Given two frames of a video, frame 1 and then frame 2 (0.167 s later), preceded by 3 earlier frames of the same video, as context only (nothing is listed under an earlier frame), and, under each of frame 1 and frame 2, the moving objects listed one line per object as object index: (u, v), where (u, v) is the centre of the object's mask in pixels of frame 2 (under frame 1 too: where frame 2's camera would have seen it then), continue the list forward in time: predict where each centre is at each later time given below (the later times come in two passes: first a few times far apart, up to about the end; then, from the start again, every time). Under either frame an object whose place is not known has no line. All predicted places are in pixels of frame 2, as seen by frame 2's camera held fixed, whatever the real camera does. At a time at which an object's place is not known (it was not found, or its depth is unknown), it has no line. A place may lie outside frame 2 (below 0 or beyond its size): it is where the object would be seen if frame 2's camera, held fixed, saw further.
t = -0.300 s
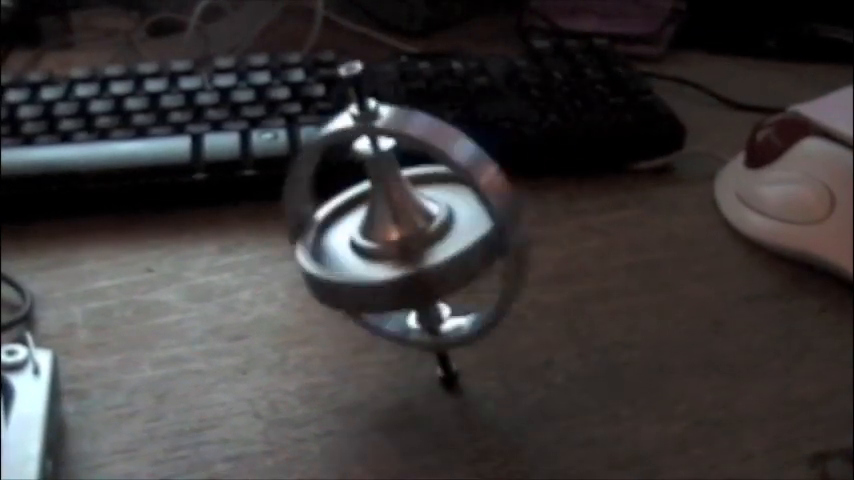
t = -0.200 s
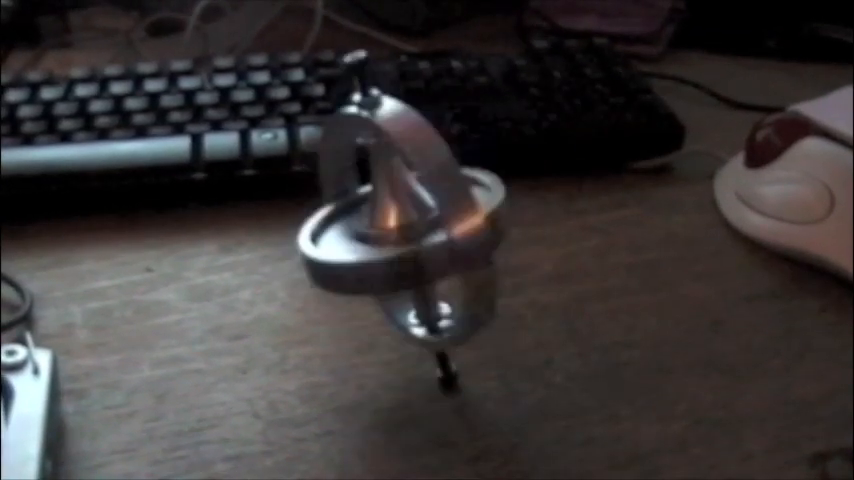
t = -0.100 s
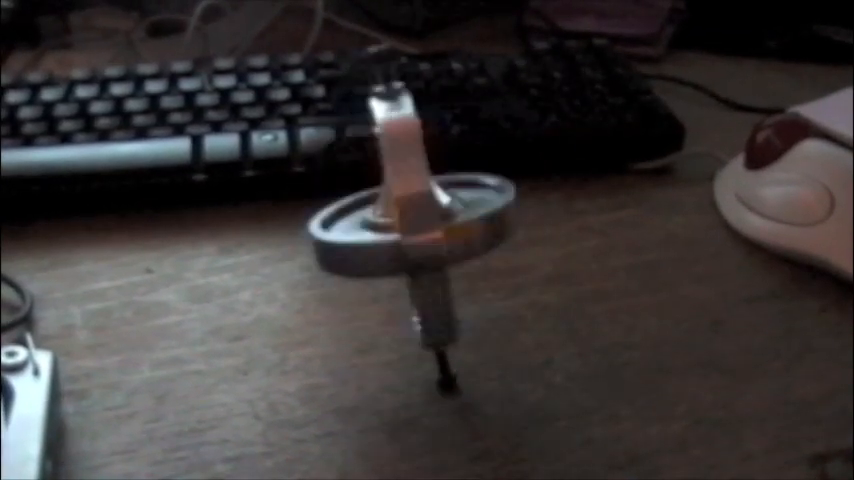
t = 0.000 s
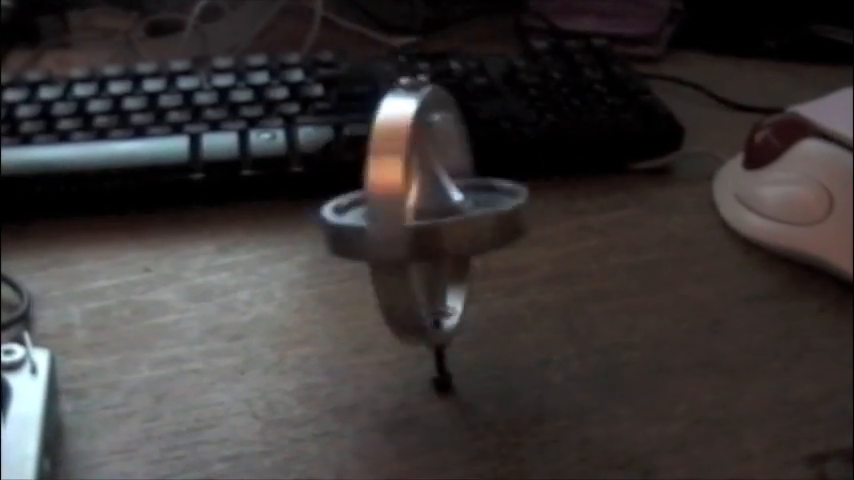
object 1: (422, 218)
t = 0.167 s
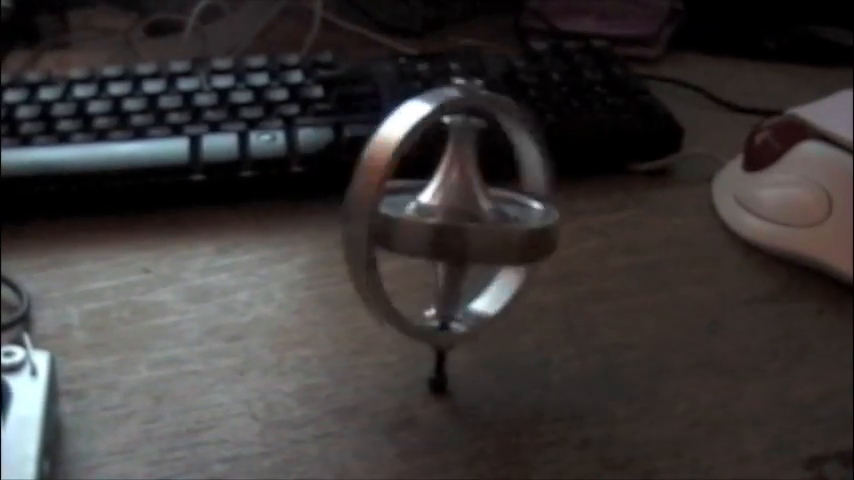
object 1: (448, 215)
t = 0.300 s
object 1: (470, 219)
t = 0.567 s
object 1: (475, 238)
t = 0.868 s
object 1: (425, 247)
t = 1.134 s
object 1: (404, 227)
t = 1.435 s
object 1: (426, 218)
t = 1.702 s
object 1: (468, 219)
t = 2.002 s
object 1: (472, 243)
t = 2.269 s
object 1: (427, 245)
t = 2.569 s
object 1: (404, 228)
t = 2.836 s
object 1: (425, 217)
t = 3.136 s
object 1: (473, 221)
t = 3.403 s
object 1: (471, 240)
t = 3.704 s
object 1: (418, 241)
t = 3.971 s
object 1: (405, 224)
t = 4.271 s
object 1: (433, 216)
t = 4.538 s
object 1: (473, 220)
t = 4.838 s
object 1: (464, 249)
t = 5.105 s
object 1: (415, 239)
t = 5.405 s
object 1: (409, 225)
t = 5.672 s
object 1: (436, 215)
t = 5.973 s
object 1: (477, 223)
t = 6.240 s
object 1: (458, 252)
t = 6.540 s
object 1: (409, 235)
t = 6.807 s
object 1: (411, 221)
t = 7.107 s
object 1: (447, 215)
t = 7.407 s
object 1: (482, 230)
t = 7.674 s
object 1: (445, 250)
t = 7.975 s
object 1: (405, 230)
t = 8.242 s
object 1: (418, 222)
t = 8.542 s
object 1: (462, 217)
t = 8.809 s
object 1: (473, 236)
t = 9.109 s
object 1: (424, 244)
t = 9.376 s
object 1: (406, 225)
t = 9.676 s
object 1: (433, 217)
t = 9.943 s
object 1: (473, 223)
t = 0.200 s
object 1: (453, 215)
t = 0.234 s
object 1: (460, 215)
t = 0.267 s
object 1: (465, 216)
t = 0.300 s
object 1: (470, 219)
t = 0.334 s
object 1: (474, 221)
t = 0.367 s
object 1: (479, 223)
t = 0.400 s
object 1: (483, 224)
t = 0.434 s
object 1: (486, 227)
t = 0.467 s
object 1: (485, 230)
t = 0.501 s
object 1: (483, 232)
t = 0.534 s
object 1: (479, 235)
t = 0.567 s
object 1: (475, 238)
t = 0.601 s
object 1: (471, 243)
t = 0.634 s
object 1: (466, 249)
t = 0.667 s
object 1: (461, 252)
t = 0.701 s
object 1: (456, 254)
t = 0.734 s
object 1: (449, 255)
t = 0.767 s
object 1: (444, 253)
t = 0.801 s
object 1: (438, 252)
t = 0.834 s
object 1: (433, 249)
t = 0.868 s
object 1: (425, 247)
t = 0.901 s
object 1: (418, 242)
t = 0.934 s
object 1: (414, 240)
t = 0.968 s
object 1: (409, 238)
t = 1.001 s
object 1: (407, 235)
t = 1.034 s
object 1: (405, 233)
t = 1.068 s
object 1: (404, 231)
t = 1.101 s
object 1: (404, 228)
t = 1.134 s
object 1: (404, 227)
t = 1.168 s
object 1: (403, 225)
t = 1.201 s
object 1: (403, 223)
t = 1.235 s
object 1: (404, 222)
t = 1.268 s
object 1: (408, 224)
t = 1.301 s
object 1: (412, 223)
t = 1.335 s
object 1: (415, 223)
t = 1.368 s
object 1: (419, 221)
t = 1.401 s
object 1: (423, 220)
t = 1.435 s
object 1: (426, 218)
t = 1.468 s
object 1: (431, 217)
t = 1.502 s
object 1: (436, 216)
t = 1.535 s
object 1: (440, 215)
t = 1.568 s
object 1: (446, 214)
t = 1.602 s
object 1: (451, 215)
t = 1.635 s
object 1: (456, 216)
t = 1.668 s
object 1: (463, 217)
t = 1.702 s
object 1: (468, 219)
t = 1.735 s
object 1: (472, 222)
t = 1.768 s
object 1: (475, 224)
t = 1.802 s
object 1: (478, 225)
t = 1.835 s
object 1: (479, 227)
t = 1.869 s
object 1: (481, 230)
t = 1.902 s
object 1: (481, 233)
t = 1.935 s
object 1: (478, 236)
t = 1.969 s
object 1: (475, 239)
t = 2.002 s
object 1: (472, 243)
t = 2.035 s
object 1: (468, 249)
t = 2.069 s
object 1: (463, 251)
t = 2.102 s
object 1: (457, 254)
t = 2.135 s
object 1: (450, 255)
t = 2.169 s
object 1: (445, 253)
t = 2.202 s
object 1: (439, 251)
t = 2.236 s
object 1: (434, 248)
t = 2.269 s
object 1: (427, 245)
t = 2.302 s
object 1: (420, 241)
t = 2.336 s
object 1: (415, 239)
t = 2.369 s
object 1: (411, 239)
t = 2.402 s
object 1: (408, 234)
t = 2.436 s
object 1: (407, 232)
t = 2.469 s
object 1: (404, 229)
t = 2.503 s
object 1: (404, 227)
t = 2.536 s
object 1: (403, 226)
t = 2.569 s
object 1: (404, 228)
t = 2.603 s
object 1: (404, 227)
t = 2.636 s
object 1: (405, 226)
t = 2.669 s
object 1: (408, 224)
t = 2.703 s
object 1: (412, 224)
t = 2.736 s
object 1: (414, 224)
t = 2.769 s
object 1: (418, 221)
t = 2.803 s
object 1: (421, 218)
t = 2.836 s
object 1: (425, 217)
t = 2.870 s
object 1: (430, 215)
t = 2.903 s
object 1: (434, 214)
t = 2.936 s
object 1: (439, 214)
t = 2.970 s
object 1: (444, 214)
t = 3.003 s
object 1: (451, 214)
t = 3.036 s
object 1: (459, 216)
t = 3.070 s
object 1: (463, 217)
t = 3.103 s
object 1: (468, 220)
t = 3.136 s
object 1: (473, 221)
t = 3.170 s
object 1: (476, 223)
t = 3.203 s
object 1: (480, 223)
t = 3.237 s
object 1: (482, 225)
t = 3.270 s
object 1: (484, 229)
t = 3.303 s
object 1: (482, 233)
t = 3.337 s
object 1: (479, 234)
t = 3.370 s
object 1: (476, 237)
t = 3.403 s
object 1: (471, 240)
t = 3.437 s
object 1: (466, 249)
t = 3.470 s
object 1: (462, 250)
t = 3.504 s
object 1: (457, 253)
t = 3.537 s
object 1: (450, 253)
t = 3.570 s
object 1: (443, 253)
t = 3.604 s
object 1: (438, 250)
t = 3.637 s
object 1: (433, 248)
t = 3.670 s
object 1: (426, 245)
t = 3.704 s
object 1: (418, 241)
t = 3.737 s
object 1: (412, 239)
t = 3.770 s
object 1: (410, 237)
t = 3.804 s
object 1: (407, 235)
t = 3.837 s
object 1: (406, 232)
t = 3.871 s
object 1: (405, 230)
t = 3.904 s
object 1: (405, 227)
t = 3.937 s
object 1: (405, 226)
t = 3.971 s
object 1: (405, 224)
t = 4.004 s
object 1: (407, 223)
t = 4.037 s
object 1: (409, 225)
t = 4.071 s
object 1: (410, 224)
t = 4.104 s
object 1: (414, 223)
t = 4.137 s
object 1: (417, 222)
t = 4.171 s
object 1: (419, 222)
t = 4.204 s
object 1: (424, 219)
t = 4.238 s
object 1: (428, 217)
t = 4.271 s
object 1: (433, 216)
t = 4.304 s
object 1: (437, 215)
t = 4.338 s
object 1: (442, 215)
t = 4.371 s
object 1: (447, 215)
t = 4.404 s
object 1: (452, 216)
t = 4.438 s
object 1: (459, 216)
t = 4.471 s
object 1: (465, 218)
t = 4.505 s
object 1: (469, 219)
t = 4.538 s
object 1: (473, 220)
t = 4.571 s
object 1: (475, 221)
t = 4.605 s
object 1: (478, 223)
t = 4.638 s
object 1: (480, 225)
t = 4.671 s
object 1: (482, 228)
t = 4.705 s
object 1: (480, 233)
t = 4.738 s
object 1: (477, 238)
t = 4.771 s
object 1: (473, 242)
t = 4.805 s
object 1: (469, 247)
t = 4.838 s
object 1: (464, 249)
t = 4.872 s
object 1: (459, 252)
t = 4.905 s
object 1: (453, 252)
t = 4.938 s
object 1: (448, 252)
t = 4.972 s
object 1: (442, 251)
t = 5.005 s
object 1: (435, 250)
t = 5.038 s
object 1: (430, 246)
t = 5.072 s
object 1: (422, 244)
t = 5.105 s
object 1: (415, 239)
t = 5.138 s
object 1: (411, 236)
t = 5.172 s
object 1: (408, 234)
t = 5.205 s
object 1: (407, 232)
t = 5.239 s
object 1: (406, 230)
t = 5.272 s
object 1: (405, 228)
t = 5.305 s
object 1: (406, 226)
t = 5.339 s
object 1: (406, 224)
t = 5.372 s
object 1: (406, 223)
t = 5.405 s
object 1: (409, 225)
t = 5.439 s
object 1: (411, 224)
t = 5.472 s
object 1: (413, 223)
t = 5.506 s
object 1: (417, 222)
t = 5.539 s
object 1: (420, 221)
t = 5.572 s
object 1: (423, 220)
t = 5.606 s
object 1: (427, 218)
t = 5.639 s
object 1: (432, 216)
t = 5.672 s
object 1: (436, 215)
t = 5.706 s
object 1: (442, 215)
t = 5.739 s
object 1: (446, 215)
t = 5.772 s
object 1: (450, 215)
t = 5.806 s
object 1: (457, 215)
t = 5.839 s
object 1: (462, 217)
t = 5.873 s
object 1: (467, 220)
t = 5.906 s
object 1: (471, 222)
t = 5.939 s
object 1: (475, 224)
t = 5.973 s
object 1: (477, 223)
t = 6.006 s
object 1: (480, 225)
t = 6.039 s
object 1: (481, 227)
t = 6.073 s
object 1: (480, 230)
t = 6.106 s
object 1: (478, 233)
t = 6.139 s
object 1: (474, 237)
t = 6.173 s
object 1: (470, 244)
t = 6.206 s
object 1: (464, 250)
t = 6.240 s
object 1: (458, 252)
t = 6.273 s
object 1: (452, 252)
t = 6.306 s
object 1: (447, 250)
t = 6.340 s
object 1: (441, 250)
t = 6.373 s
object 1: (435, 248)
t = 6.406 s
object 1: (430, 245)
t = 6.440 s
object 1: (420, 242)
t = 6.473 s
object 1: (414, 239)
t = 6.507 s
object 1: (411, 236)
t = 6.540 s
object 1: (409, 235)
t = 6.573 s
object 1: (408, 233)
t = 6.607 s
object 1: (407, 231)
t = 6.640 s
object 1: (406, 228)
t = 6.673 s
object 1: (407, 227)
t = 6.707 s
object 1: (406, 225)
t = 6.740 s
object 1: (406, 224)
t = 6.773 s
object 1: (408, 222)
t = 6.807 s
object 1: (411, 221)
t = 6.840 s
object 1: (414, 221)
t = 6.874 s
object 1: (417, 221)
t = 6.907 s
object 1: (419, 222)
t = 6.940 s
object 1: (424, 219)
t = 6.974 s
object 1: (428, 217)
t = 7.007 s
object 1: (434, 215)
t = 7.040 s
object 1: (439, 215)
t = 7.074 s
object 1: (444, 215)
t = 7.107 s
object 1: (447, 215)
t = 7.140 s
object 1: (451, 216)
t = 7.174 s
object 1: (458, 216)
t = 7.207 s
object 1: (463, 218)
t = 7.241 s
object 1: (467, 220)
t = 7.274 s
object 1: (472, 222)
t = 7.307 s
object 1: (477, 224)
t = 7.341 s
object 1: (478, 226)
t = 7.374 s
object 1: (481, 230)
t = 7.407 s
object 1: (482, 230)
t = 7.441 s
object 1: (480, 232)
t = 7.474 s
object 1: (477, 235)
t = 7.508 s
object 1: (473, 240)
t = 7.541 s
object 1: (468, 247)
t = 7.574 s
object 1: (462, 250)
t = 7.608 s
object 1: (456, 252)
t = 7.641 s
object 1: (451, 252)
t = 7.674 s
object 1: (445, 250)
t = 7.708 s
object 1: (439, 249)
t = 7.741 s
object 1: (433, 247)
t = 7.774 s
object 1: (427, 245)
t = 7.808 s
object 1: (419, 242)
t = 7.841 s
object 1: (413, 240)
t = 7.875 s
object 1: (411, 236)
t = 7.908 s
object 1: (408, 234)
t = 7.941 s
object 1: (406, 231)
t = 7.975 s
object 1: (405, 230)
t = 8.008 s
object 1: (406, 227)
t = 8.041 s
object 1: (406, 225)
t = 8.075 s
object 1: (406, 224)
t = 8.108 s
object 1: (408, 223)
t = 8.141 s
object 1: (410, 221)
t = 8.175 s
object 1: (413, 224)
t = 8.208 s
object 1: (416, 223)
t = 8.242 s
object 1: (418, 222)
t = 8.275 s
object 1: (422, 220)
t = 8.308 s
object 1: (426, 218)
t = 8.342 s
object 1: (432, 217)
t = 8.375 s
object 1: (437, 216)
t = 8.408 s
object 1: (442, 216)
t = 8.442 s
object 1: (445, 216)
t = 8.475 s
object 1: (450, 215)
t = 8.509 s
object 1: (456, 216)
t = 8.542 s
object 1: (462, 217)
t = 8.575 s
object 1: (468, 219)
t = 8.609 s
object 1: (473, 221)
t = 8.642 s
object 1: (476, 223)
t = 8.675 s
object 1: (480, 225)
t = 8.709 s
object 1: (482, 229)
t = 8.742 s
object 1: (480, 232)
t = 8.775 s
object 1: (477, 233)
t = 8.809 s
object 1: (473, 236)
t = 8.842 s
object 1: (471, 239)
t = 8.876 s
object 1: (467, 244)
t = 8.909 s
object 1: (463, 248)
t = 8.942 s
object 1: (458, 251)
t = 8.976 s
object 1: (452, 252)
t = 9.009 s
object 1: (446, 253)
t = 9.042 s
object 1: (438, 252)
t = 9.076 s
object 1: (431, 249)
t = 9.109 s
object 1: (424, 244)
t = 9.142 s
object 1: (418, 239)
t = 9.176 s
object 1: (415, 237)
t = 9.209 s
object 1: (411, 234)
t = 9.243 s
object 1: (409, 233)
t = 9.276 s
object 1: (407, 231)
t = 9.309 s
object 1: (406, 229)
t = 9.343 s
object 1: (406, 227)
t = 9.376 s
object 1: (406, 225)
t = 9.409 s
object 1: (406, 223)
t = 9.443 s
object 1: (406, 222)
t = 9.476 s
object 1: (408, 221)
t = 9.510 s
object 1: (411, 222)
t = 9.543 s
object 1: (415, 222)
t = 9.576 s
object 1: (419, 221)
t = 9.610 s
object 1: (424, 220)
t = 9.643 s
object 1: (428, 218)
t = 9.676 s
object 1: (433, 217)
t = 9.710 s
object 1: (437, 216)
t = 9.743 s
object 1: (441, 215)
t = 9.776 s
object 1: (446, 215)
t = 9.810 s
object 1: (450, 215)
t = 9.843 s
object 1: (457, 216)
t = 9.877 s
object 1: (465, 218)
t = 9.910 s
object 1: (469, 221)
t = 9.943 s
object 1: (473, 223)
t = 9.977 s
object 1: (475, 226)
